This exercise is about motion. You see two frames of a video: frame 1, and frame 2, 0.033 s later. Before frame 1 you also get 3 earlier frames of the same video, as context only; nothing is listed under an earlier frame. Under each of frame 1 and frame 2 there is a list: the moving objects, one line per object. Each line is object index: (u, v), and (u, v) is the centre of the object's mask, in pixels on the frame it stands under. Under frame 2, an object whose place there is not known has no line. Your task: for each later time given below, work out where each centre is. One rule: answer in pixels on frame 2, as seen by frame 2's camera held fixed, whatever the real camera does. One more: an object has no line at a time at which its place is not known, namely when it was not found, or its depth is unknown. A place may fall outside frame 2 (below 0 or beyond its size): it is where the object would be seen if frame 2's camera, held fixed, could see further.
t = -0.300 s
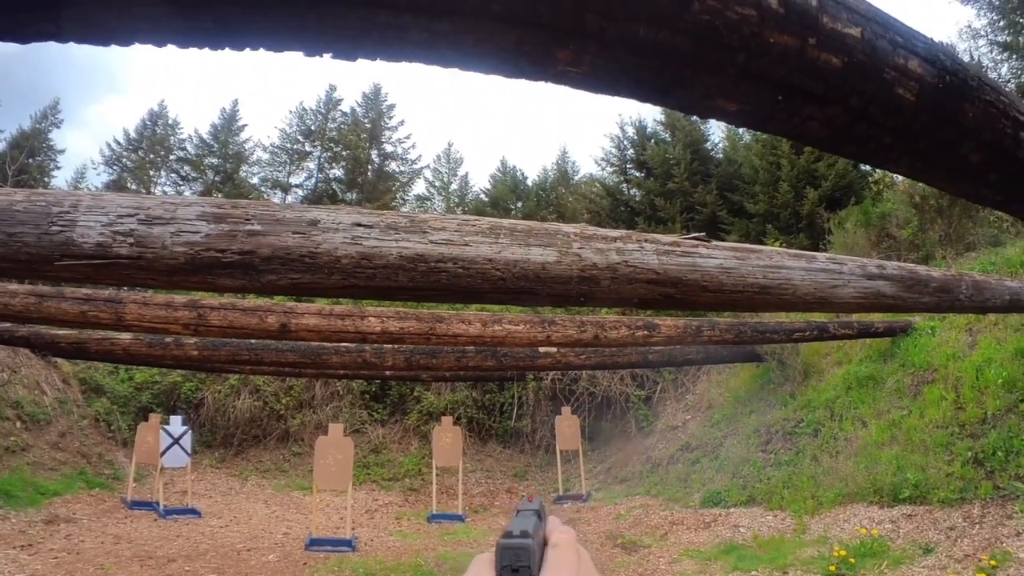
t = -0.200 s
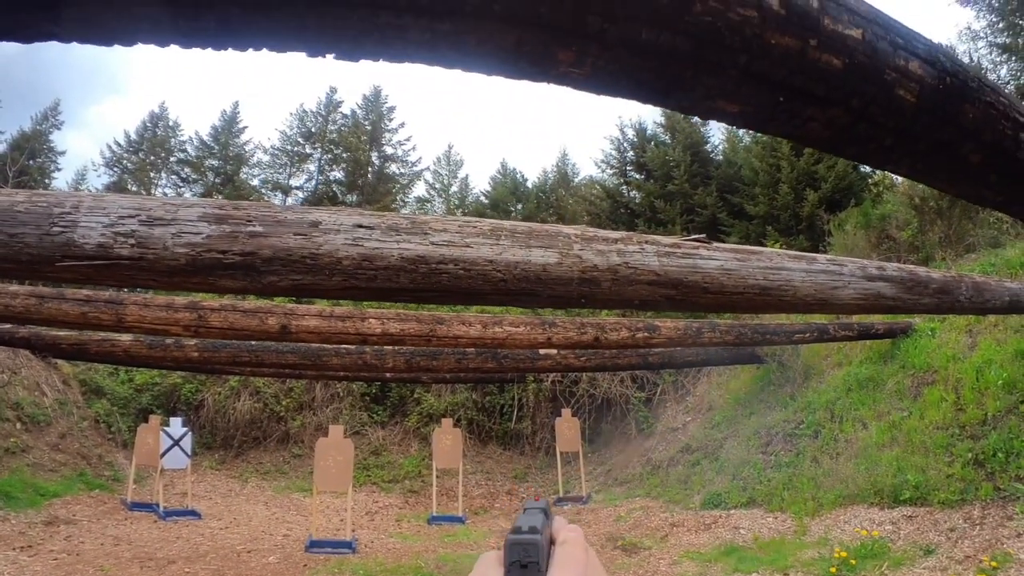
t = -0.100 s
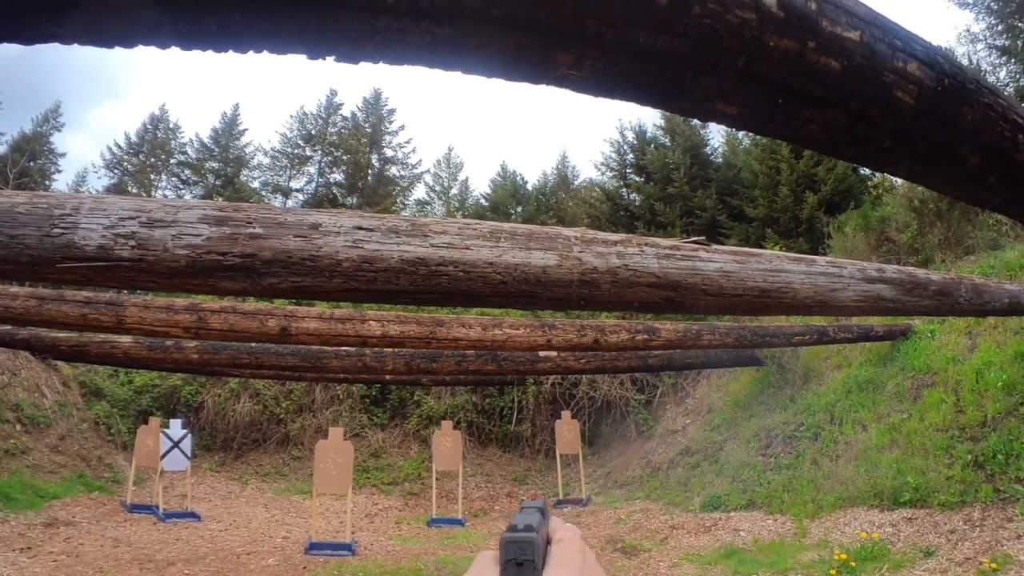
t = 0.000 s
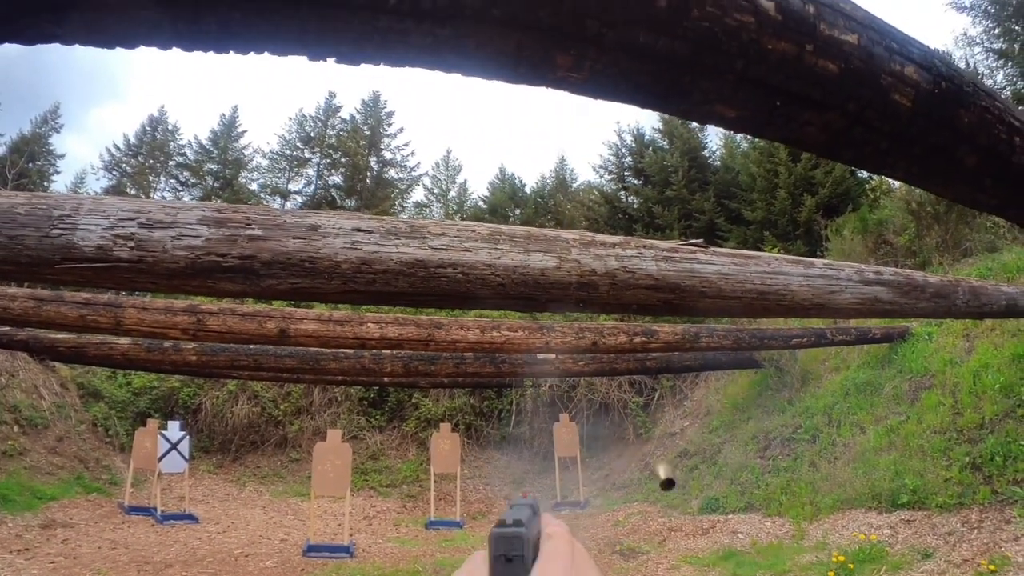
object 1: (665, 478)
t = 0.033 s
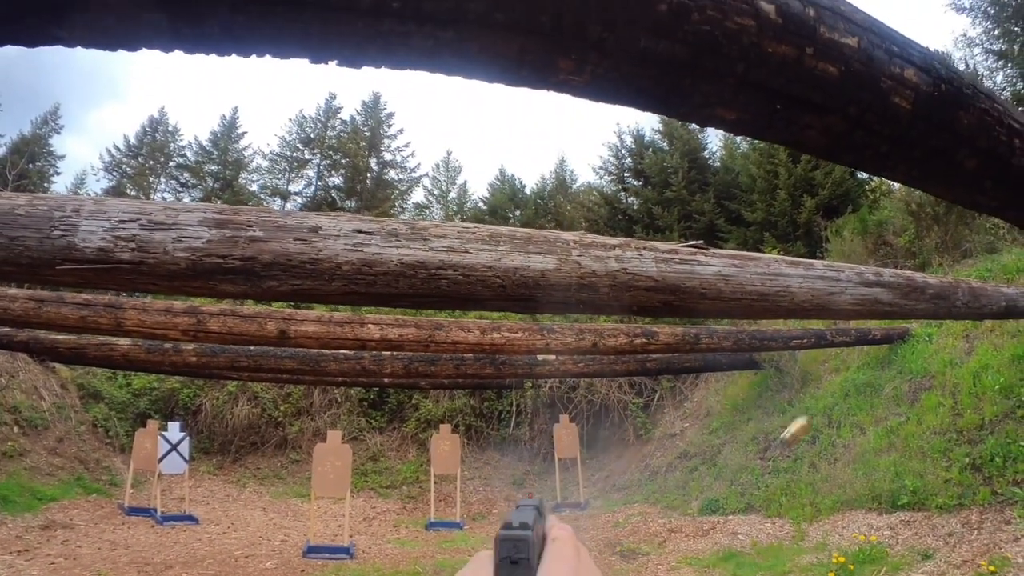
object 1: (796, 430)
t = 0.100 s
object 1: (981, 406)
